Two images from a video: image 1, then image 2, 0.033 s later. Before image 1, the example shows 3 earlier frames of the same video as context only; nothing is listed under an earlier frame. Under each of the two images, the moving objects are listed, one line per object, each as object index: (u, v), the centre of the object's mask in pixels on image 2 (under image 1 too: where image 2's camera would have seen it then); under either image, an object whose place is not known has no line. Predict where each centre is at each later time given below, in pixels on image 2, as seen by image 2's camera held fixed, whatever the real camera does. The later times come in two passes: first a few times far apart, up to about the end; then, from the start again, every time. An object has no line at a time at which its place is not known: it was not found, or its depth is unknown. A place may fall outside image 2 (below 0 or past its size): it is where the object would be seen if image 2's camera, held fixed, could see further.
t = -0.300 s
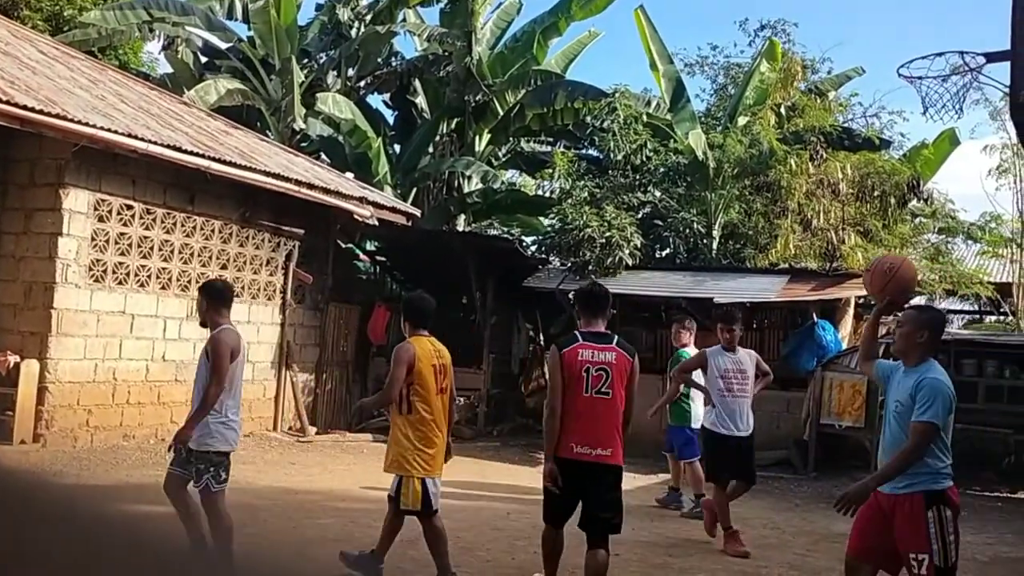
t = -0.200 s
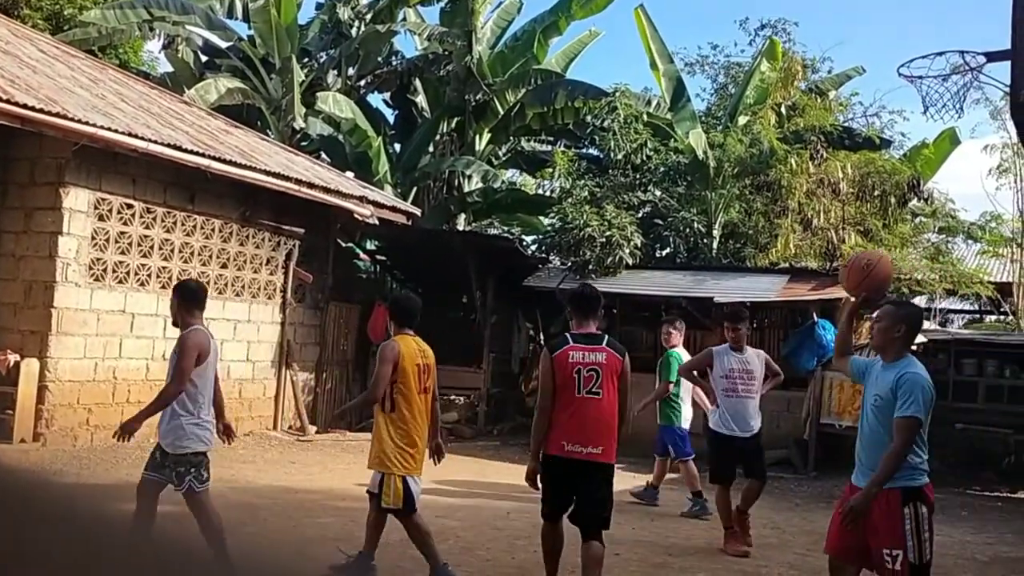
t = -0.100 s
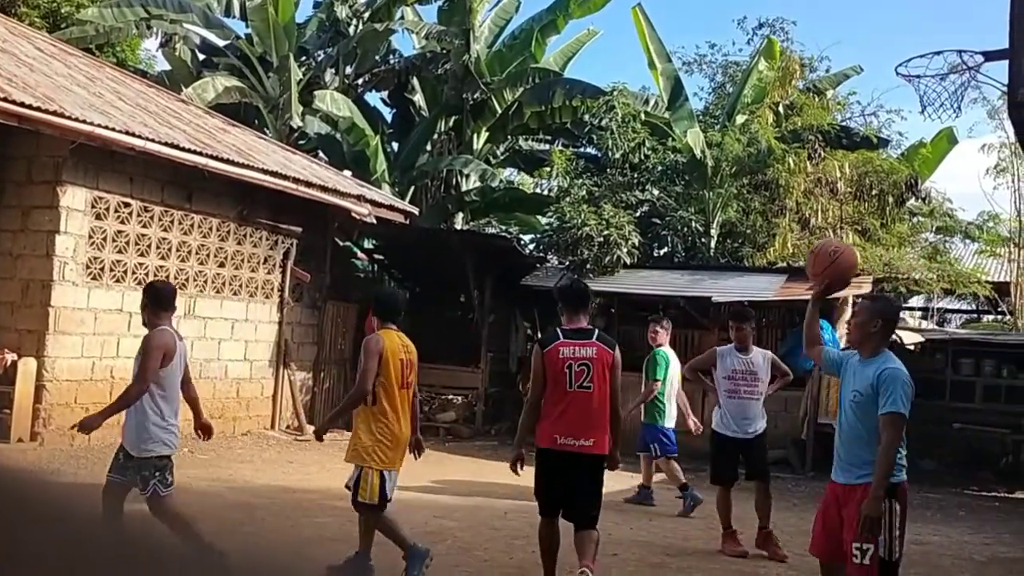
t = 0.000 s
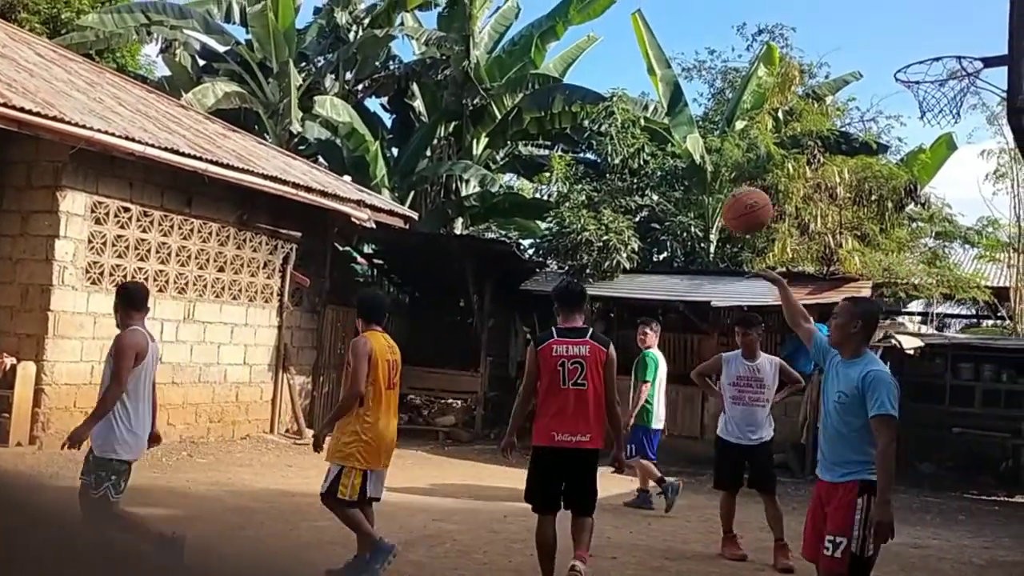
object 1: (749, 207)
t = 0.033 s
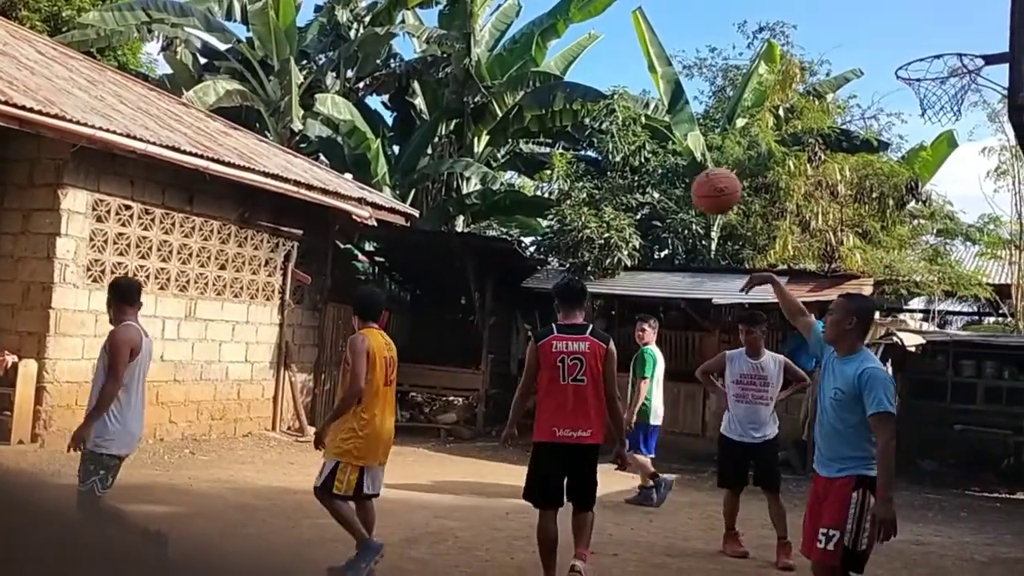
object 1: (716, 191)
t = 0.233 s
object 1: (542, 140)
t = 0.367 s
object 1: (440, 147)
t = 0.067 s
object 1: (686, 177)
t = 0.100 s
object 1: (654, 163)
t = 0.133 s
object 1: (626, 155)
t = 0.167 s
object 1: (597, 147)
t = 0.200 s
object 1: (570, 142)
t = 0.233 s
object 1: (542, 140)
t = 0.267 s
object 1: (516, 139)
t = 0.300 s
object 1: (490, 140)
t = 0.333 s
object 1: (465, 143)
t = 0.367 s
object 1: (440, 147)
